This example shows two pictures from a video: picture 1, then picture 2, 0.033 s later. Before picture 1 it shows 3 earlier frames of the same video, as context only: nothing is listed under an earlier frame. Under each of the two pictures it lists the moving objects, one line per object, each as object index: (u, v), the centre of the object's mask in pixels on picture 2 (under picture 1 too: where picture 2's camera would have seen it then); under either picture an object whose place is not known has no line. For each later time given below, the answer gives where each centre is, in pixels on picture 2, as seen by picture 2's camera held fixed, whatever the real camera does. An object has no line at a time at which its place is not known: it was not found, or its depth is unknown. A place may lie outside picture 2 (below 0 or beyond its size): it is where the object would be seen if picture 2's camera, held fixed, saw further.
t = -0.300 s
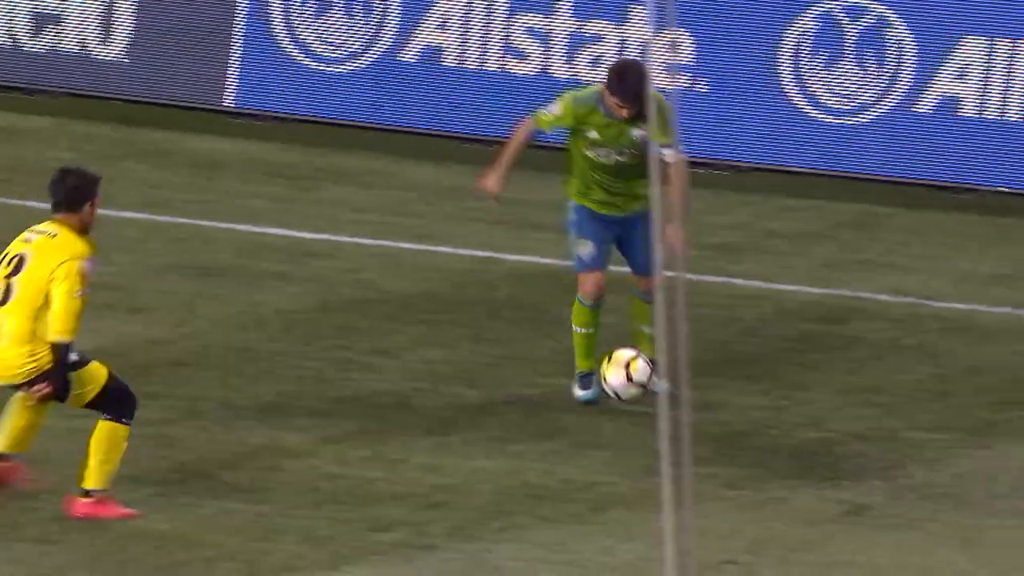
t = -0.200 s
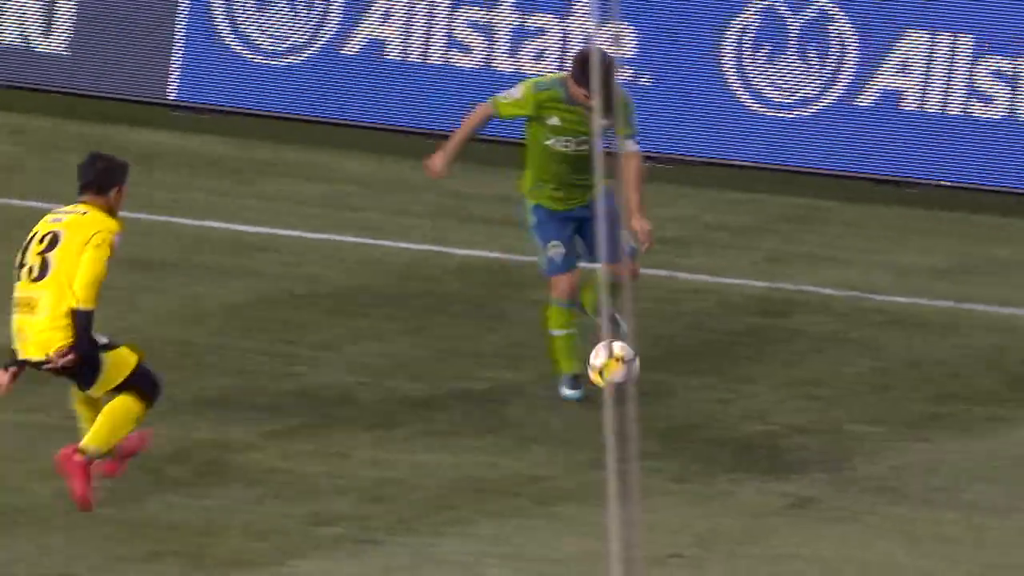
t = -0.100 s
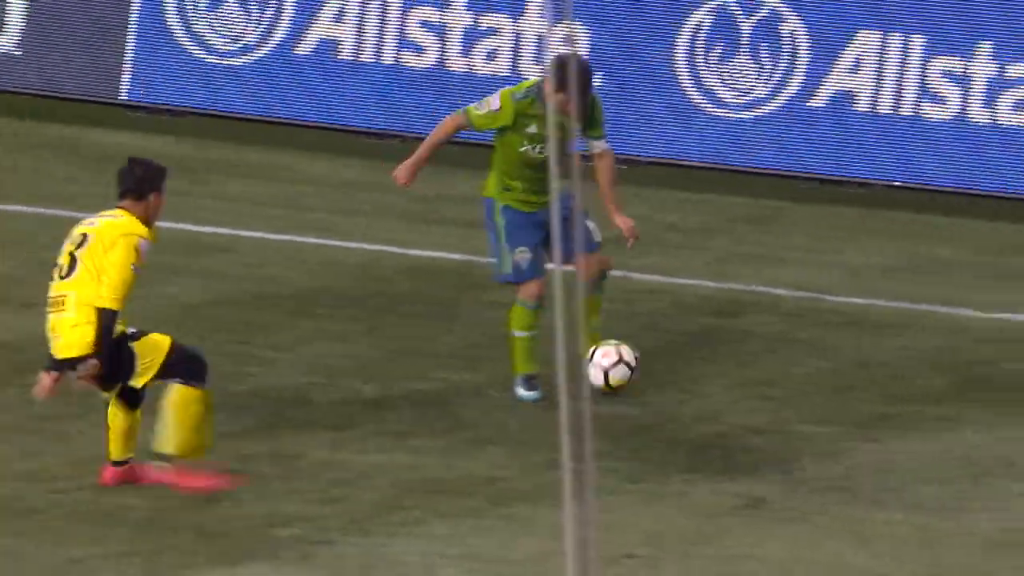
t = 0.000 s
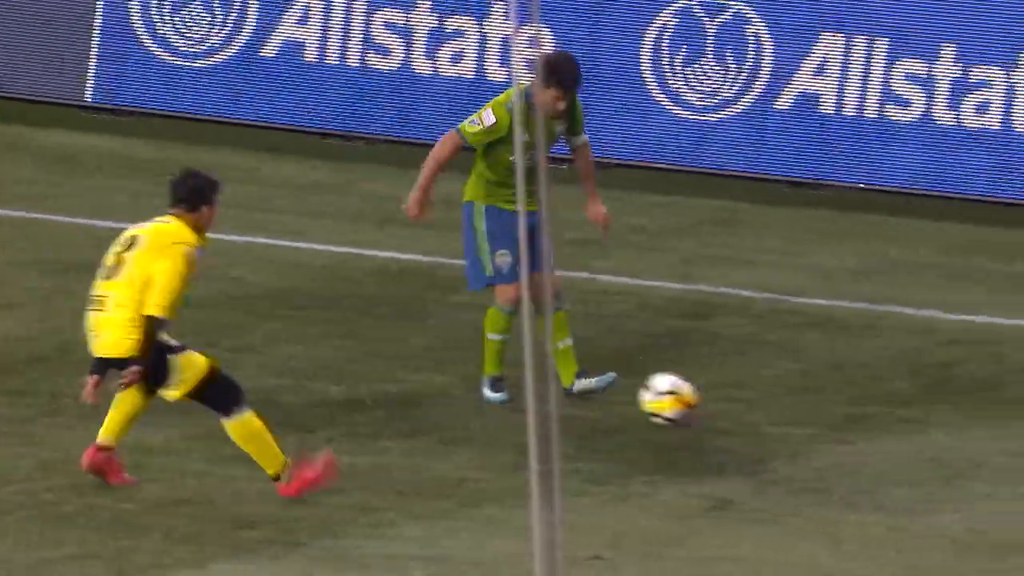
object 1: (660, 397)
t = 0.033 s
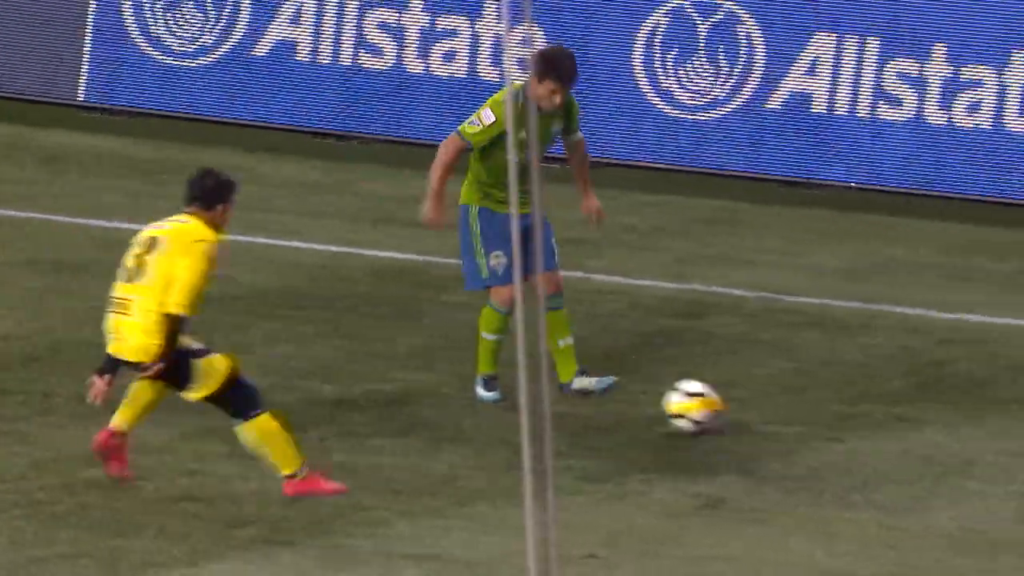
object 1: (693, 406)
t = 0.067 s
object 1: (727, 417)
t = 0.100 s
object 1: (756, 428)
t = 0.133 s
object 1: (787, 437)
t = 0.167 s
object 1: (818, 446)
